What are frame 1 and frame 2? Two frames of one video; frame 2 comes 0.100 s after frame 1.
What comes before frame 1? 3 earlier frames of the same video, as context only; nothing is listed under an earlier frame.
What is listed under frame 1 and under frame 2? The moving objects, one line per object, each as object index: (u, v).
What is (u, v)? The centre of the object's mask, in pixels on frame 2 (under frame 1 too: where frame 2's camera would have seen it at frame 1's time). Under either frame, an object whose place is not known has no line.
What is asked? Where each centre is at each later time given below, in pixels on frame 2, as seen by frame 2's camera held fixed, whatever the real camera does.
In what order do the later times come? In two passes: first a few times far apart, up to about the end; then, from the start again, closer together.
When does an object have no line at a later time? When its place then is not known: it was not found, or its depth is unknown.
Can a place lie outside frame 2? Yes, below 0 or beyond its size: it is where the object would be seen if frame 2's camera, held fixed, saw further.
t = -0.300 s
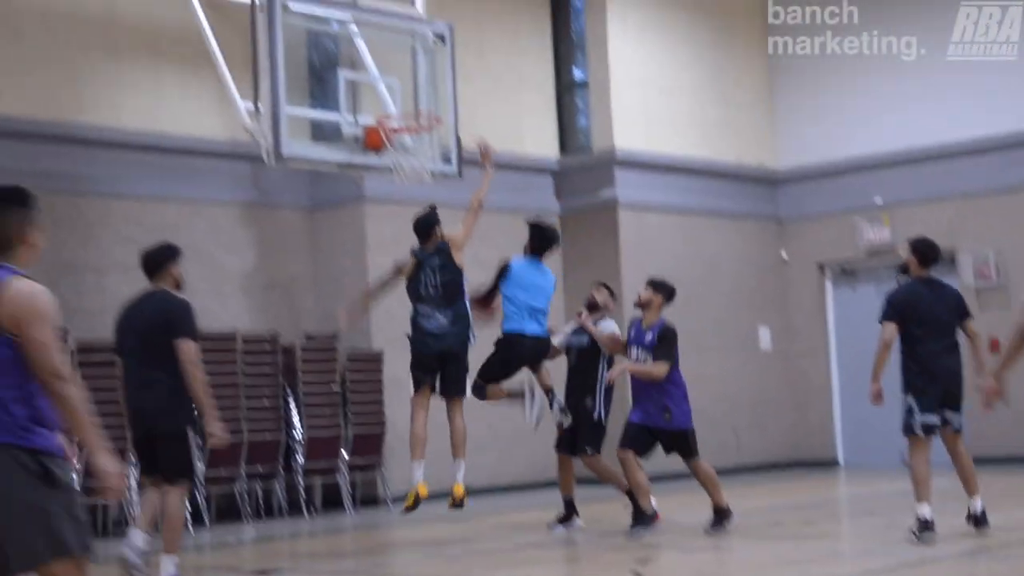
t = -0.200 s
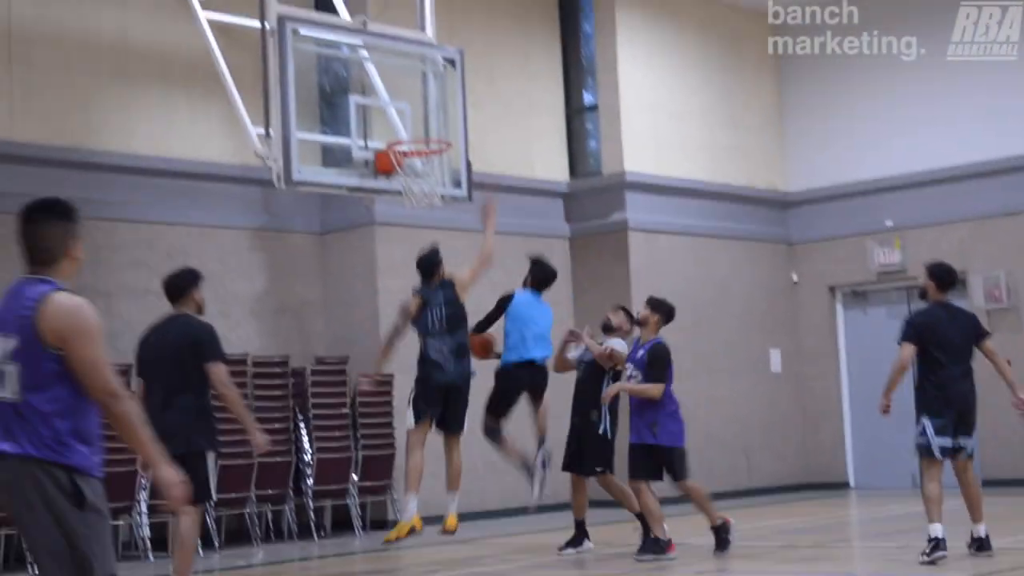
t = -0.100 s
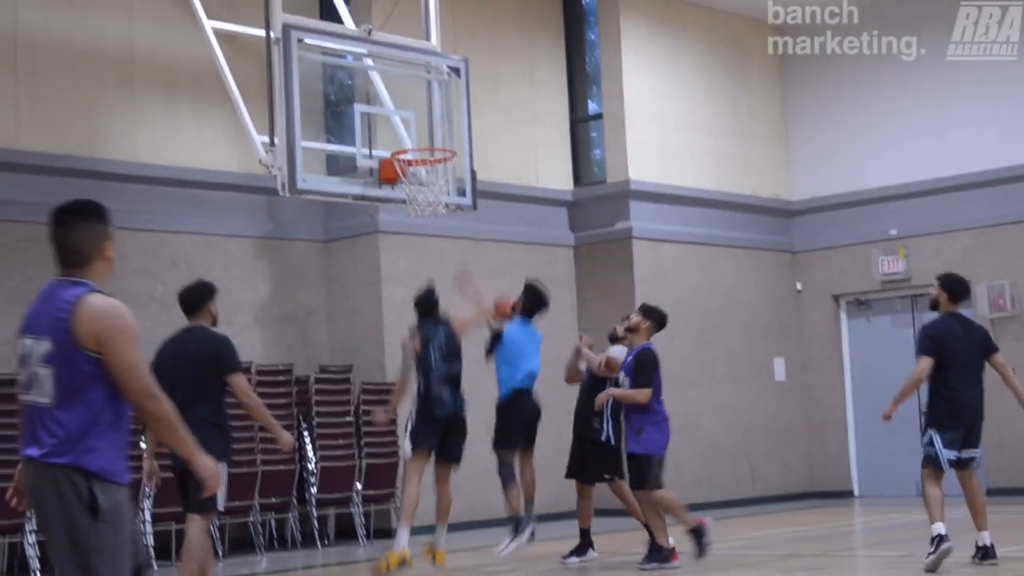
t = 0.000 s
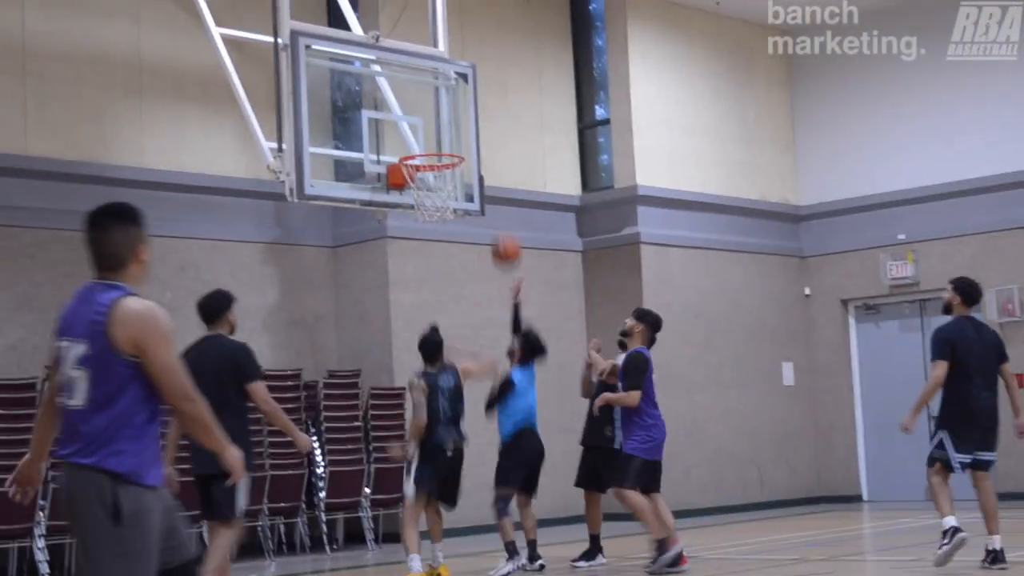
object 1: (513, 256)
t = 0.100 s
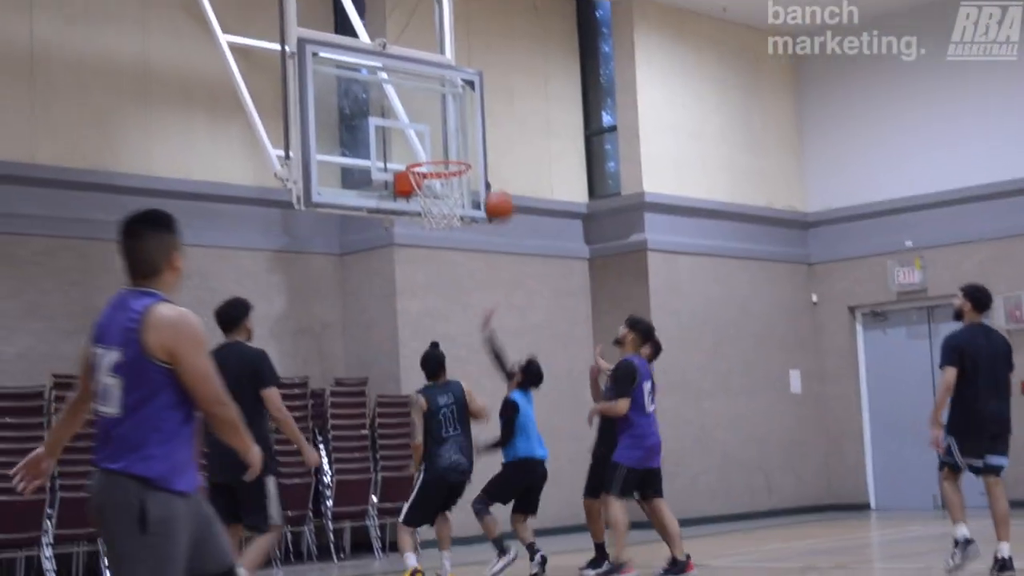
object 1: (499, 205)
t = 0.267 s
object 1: (476, 146)
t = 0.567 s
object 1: (438, 123)
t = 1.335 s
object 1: (433, 139)
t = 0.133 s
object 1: (494, 191)
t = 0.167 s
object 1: (489, 177)
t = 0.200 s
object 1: (485, 165)
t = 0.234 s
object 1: (480, 155)
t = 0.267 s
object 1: (476, 146)
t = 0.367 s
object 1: (462, 125)
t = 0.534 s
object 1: (442, 120)
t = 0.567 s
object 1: (438, 123)
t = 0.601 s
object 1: (434, 127)
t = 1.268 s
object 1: (428, 141)
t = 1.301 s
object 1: (431, 140)
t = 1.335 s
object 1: (433, 139)
